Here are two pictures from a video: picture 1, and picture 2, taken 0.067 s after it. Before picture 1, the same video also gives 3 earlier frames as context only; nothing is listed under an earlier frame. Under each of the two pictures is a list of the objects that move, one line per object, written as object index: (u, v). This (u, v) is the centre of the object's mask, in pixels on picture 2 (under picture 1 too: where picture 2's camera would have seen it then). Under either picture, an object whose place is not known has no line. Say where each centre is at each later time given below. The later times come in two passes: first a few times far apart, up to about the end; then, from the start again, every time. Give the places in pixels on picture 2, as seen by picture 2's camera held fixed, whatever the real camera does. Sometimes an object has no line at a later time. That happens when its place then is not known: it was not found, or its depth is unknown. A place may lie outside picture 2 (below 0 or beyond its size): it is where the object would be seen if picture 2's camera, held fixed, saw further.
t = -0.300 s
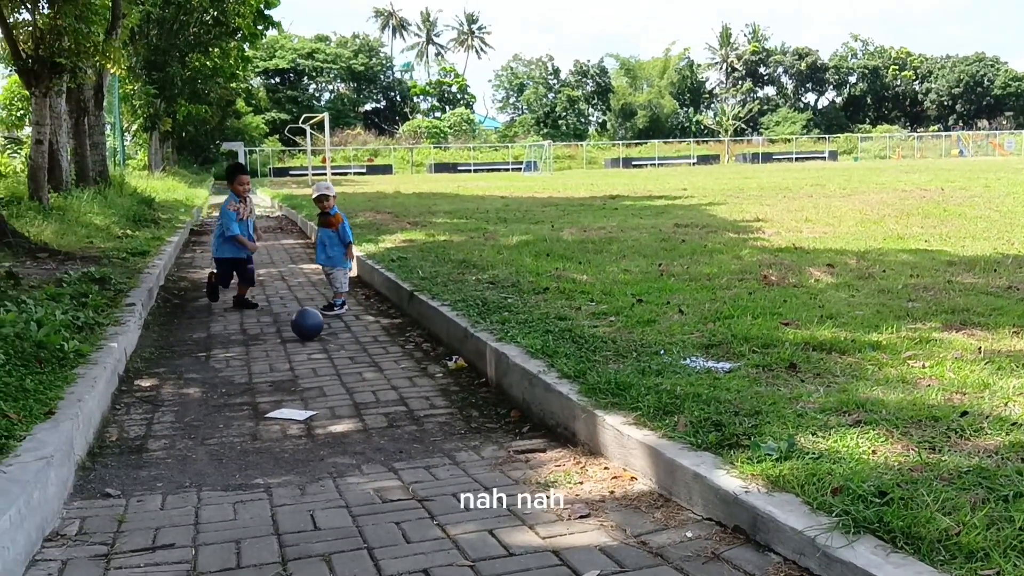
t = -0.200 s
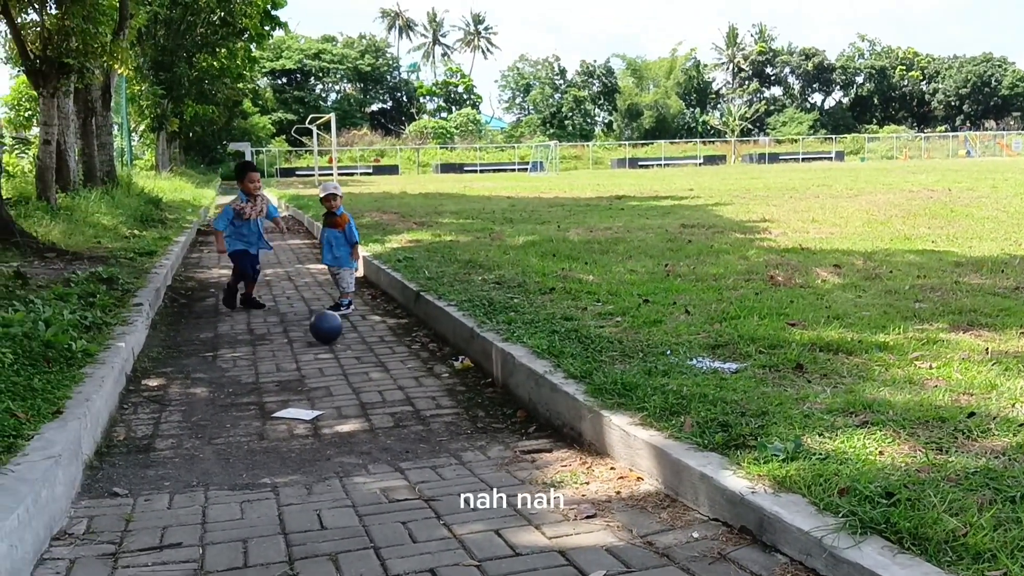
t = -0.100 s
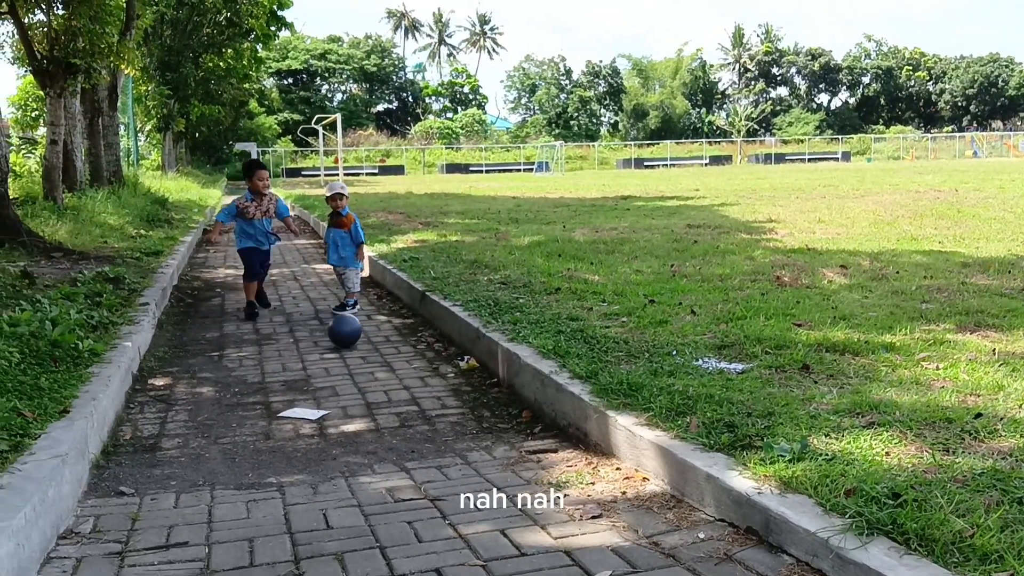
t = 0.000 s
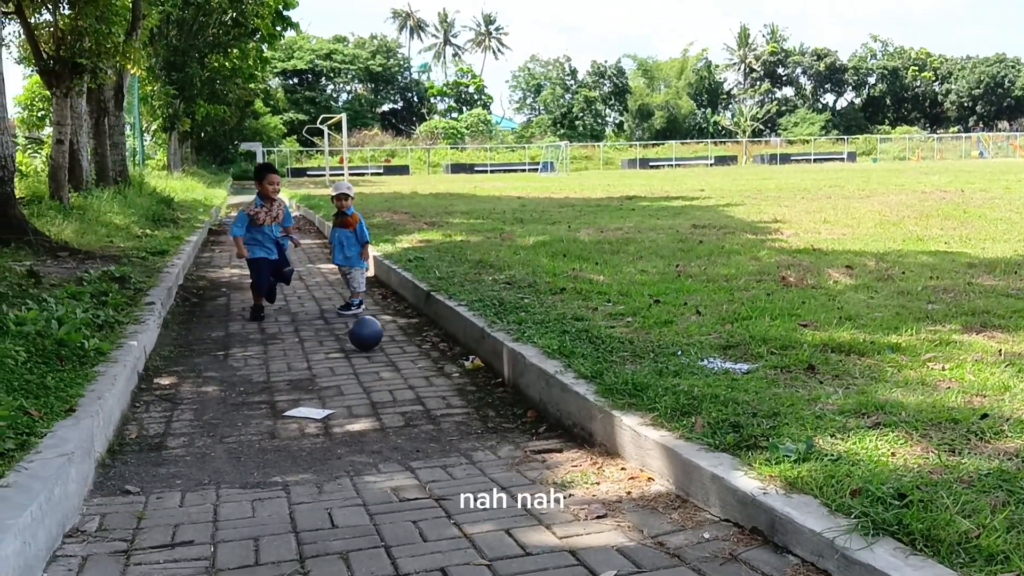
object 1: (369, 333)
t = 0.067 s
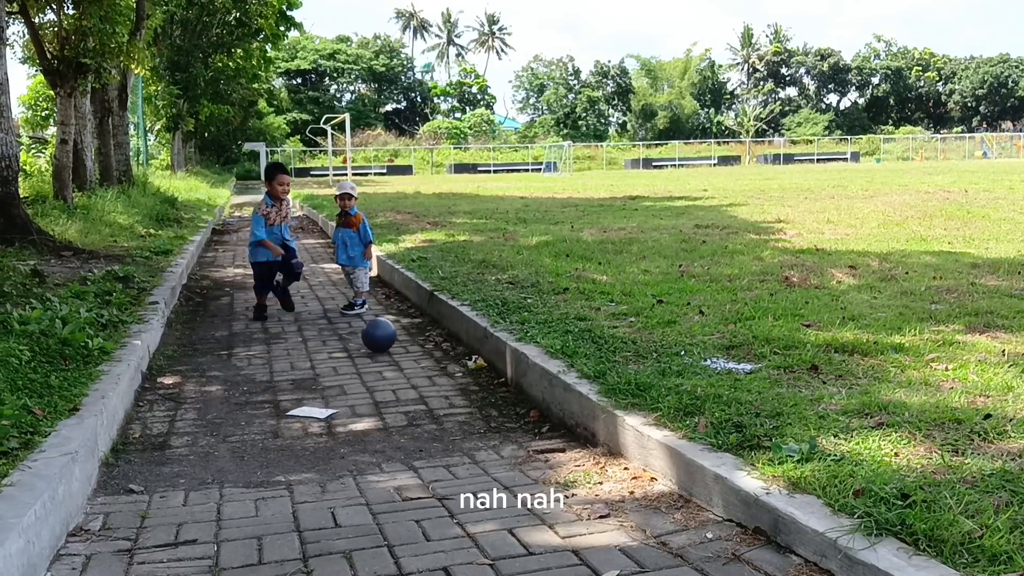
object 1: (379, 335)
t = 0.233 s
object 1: (405, 338)
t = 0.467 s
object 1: (445, 344)
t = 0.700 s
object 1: (471, 352)
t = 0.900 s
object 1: (466, 366)
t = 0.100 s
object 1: (383, 333)
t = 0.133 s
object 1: (388, 334)
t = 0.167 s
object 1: (394, 336)
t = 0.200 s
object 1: (399, 341)
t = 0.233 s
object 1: (405, 338)
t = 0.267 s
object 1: (411, 337)
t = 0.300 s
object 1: (417, 337)
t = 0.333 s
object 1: (422, 340)
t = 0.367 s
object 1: (428, 344)
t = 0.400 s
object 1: (434, 343)
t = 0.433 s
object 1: (439, 342)
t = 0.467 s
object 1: (445, 344)
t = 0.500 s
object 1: (451, 347)
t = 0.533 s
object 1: (457, 349)
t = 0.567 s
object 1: (463, 349)
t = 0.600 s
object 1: (469, 350)
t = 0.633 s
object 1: (475, 351)
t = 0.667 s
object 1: (472, 350)
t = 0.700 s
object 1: (471, 352)
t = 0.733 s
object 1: (469, 356)
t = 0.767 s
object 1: (468, 358)
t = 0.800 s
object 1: (468, 358)
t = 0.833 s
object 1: (467, 358)
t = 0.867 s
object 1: (466, 361)
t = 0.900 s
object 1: (466, 366)
